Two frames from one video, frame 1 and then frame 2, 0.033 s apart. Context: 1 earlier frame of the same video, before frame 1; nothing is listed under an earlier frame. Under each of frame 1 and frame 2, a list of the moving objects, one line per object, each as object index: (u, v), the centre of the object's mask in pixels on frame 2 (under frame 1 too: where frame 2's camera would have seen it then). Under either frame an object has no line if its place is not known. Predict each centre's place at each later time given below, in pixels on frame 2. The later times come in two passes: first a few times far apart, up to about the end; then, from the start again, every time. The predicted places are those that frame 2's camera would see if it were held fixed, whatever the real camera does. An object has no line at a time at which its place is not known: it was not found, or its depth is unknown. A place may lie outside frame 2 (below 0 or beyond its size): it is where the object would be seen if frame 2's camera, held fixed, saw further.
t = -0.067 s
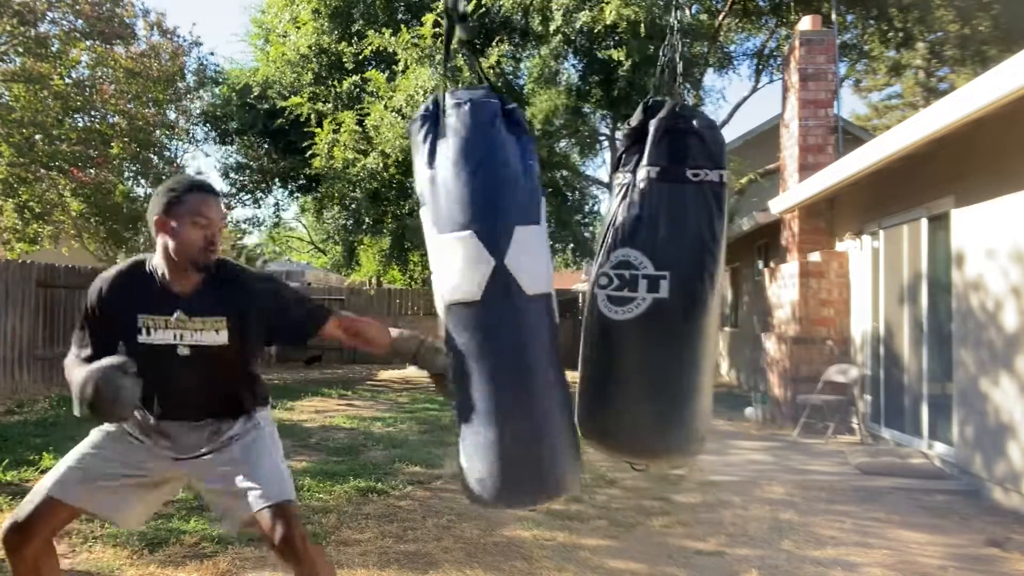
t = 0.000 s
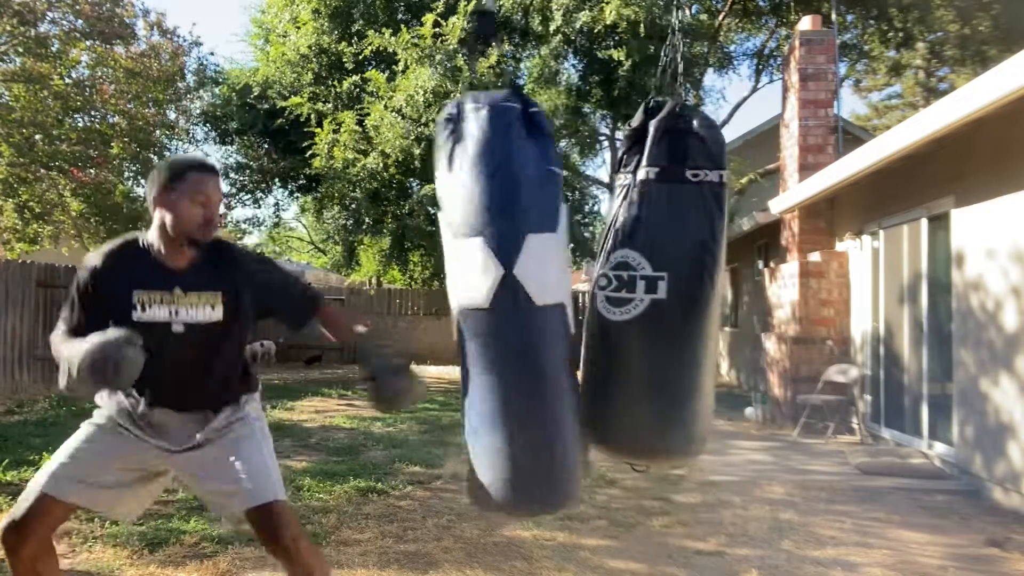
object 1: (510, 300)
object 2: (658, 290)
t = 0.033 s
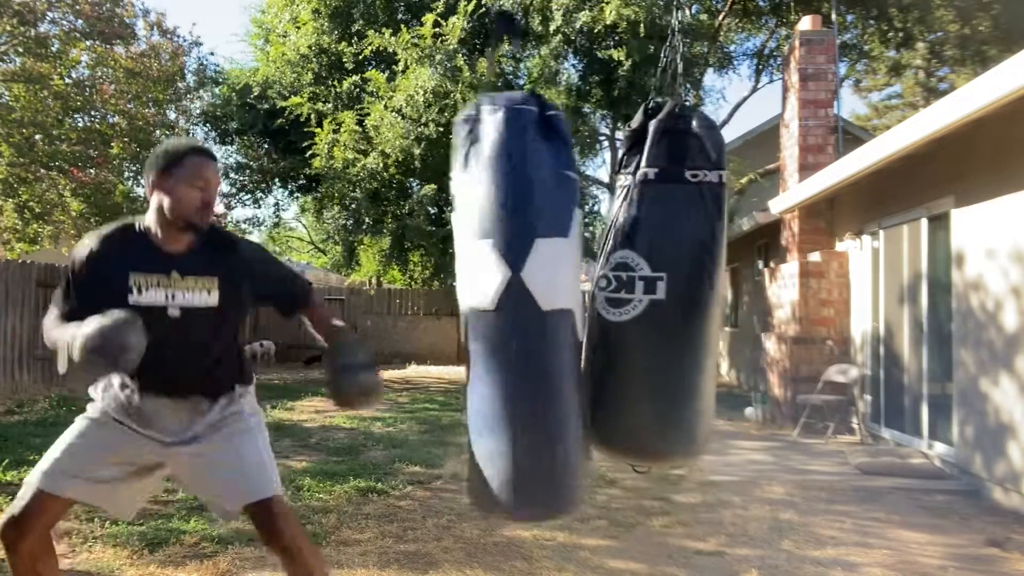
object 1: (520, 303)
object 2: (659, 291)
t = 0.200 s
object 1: (560, 289)
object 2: (677, 291)
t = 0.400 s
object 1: (560, 292)
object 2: (701, 291)
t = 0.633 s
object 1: (567, 303)
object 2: (733, 294)
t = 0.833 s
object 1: (561, 295)
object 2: (760, 293)
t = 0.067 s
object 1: (530, 305)
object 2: (662, 290)
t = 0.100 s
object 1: (541, 297)
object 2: (664, 289)
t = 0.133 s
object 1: (549, 290)
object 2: (668, 290)
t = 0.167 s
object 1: (556, 290)
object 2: (673, 291)
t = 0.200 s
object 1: (560, 289)
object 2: (677, 291)
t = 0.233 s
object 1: (563, 291)
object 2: (681, 291)
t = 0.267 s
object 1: (564, 294)
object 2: (685, 291)
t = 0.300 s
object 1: (564, 302)
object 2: (688, 291)
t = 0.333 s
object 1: (563, 304)
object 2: (692, 291)
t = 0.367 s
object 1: (562, 296)
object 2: (697, 291)
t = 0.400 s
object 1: (560, 292)
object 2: (701, 291)
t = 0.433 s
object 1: (558, 287)
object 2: (705, 291)
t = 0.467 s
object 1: (558, 285)
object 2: (708, 291)
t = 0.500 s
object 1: (558, 285)
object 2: (712, 290)
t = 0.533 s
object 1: (560, 286)
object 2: (716, 291)
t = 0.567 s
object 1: (561, 287)
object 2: (722, 294)
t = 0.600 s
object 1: (564, 292)
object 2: (727, 295)
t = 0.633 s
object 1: (567, 303)
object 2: (733, 294)
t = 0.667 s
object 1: (568, 303)
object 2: (738, 295)
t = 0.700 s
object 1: (568, 296)
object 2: (743, 295)
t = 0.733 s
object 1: (568, 295)
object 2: (748, 295)
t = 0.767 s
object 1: (566, 294)
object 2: (752, 294)
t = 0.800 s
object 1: (565, 297)
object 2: (757, 294)
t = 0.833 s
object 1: (561, 295)
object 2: (760, 293)
